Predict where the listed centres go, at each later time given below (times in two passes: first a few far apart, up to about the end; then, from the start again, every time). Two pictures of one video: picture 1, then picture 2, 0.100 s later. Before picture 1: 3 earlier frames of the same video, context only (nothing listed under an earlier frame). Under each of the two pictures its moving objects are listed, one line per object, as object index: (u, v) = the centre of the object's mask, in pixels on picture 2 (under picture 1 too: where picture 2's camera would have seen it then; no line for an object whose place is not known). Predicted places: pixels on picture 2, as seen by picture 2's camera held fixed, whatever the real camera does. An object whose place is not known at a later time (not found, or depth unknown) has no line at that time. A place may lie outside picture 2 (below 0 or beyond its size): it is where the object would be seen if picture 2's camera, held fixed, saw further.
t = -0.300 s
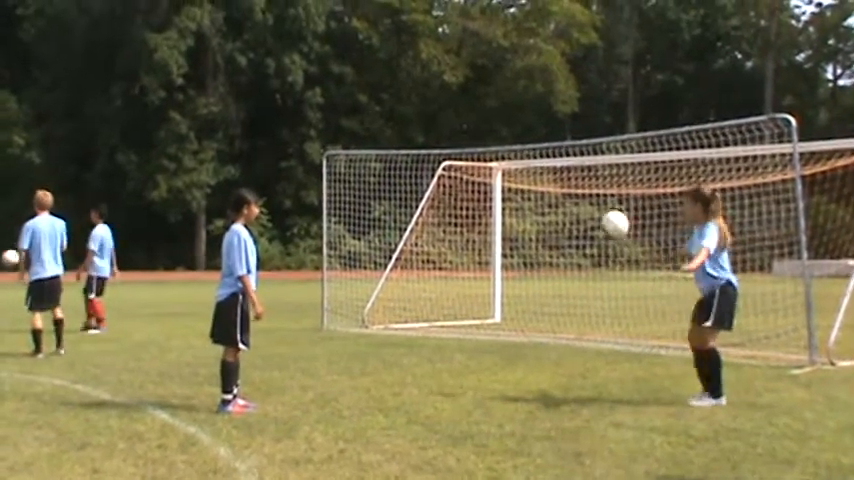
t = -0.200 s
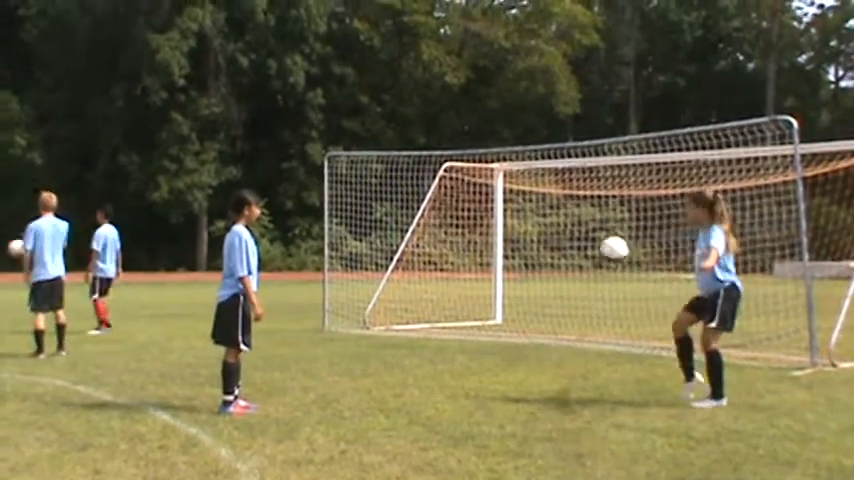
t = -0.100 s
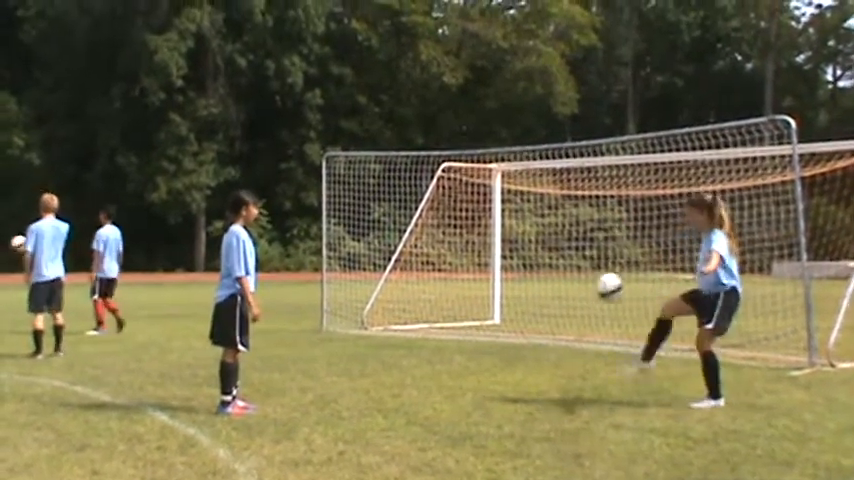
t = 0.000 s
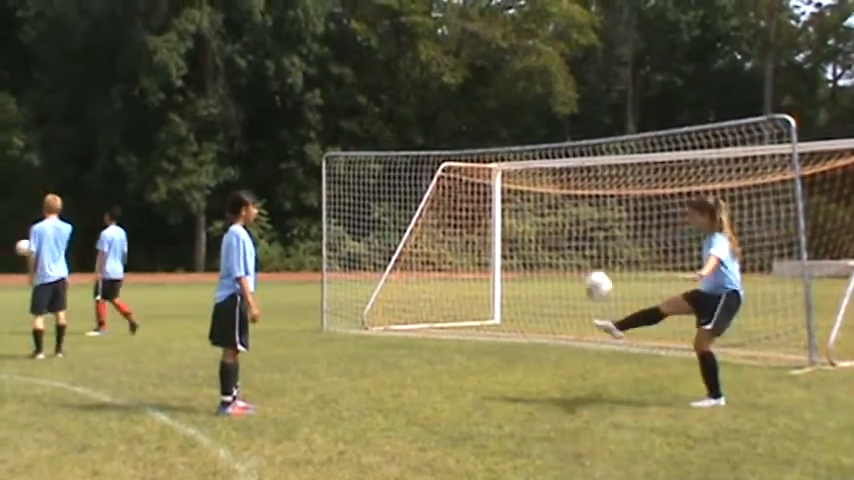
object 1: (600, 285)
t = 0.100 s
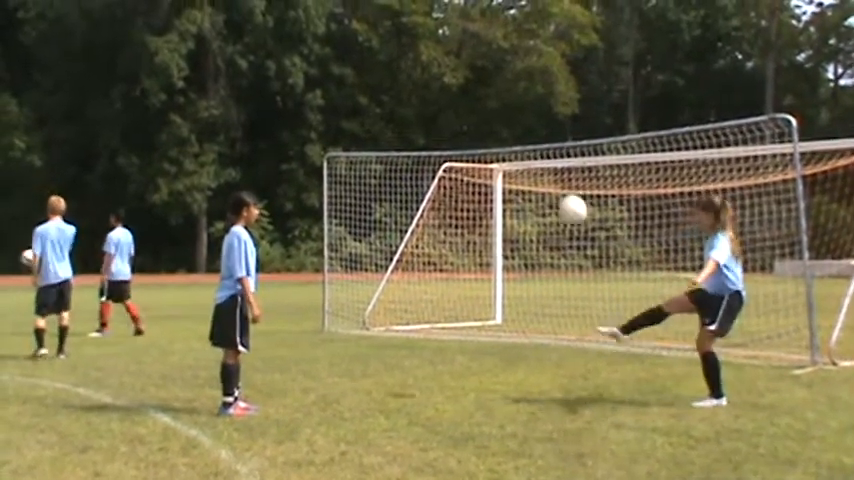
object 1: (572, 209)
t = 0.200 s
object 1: (546, 145)
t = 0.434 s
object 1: (485, 53)
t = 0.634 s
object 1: (437, 28)
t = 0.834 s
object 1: (389, 53)
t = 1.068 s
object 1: (335, 141)
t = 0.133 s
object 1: (564, 185)
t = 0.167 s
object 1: (556, 164)
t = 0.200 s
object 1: (546, 145)
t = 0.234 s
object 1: (536, 129)
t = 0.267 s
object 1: (528, 112)
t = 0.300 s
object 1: (518, 98)
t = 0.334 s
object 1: (510, 84)
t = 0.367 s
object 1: (502, 73)
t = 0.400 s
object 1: (493, 62)
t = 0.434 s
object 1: (485, 53)
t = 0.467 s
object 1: (476, 46)
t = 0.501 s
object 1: (468, 39)
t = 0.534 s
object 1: (460, 34)
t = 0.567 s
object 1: (452, 30)
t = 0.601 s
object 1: (445, 29)
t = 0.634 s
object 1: (437, 28)
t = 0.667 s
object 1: (429, 28)
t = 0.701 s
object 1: (421, 30)
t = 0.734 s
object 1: (413, 34)
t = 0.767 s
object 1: (405, 40)
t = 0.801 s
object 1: (397, 46)
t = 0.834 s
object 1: (389, 53)
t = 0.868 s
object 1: (381, 63)
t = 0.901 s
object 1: (374, 72)
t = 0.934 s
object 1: (366, 83)
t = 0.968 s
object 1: (358, 96)
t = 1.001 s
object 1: (351, 110)
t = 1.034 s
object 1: (343, 125)
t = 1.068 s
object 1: (335, 141)
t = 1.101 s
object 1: (328, 159)
